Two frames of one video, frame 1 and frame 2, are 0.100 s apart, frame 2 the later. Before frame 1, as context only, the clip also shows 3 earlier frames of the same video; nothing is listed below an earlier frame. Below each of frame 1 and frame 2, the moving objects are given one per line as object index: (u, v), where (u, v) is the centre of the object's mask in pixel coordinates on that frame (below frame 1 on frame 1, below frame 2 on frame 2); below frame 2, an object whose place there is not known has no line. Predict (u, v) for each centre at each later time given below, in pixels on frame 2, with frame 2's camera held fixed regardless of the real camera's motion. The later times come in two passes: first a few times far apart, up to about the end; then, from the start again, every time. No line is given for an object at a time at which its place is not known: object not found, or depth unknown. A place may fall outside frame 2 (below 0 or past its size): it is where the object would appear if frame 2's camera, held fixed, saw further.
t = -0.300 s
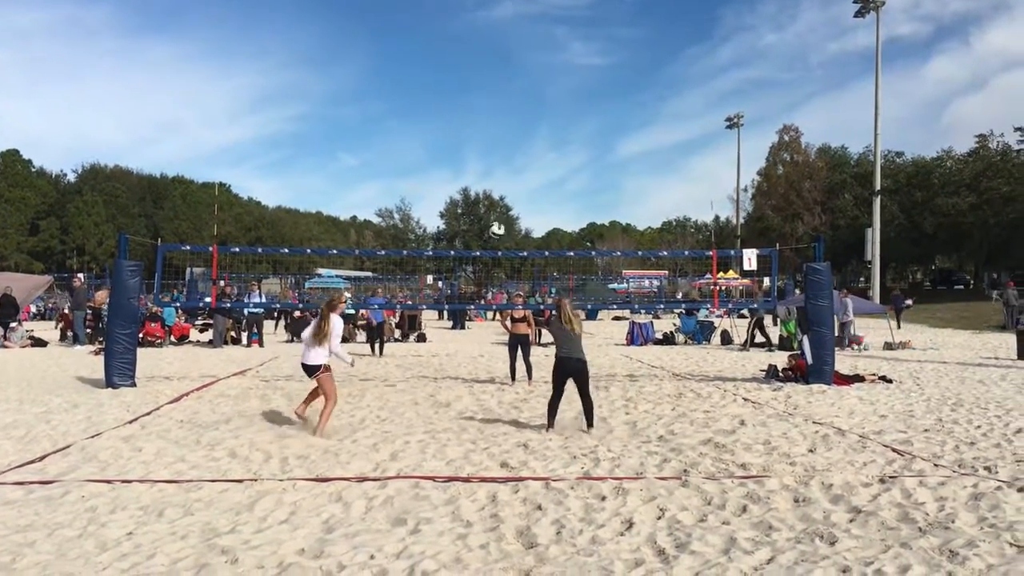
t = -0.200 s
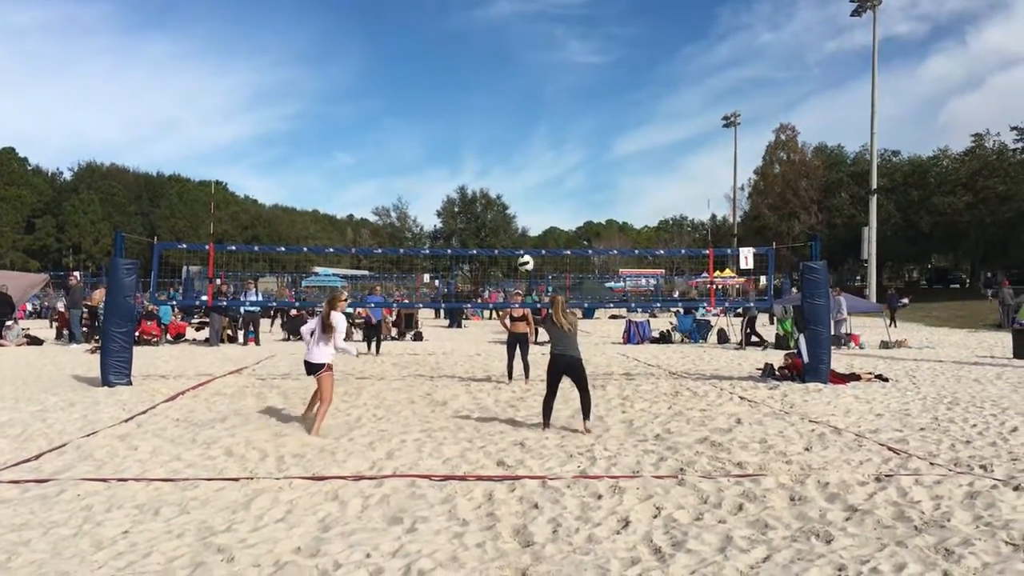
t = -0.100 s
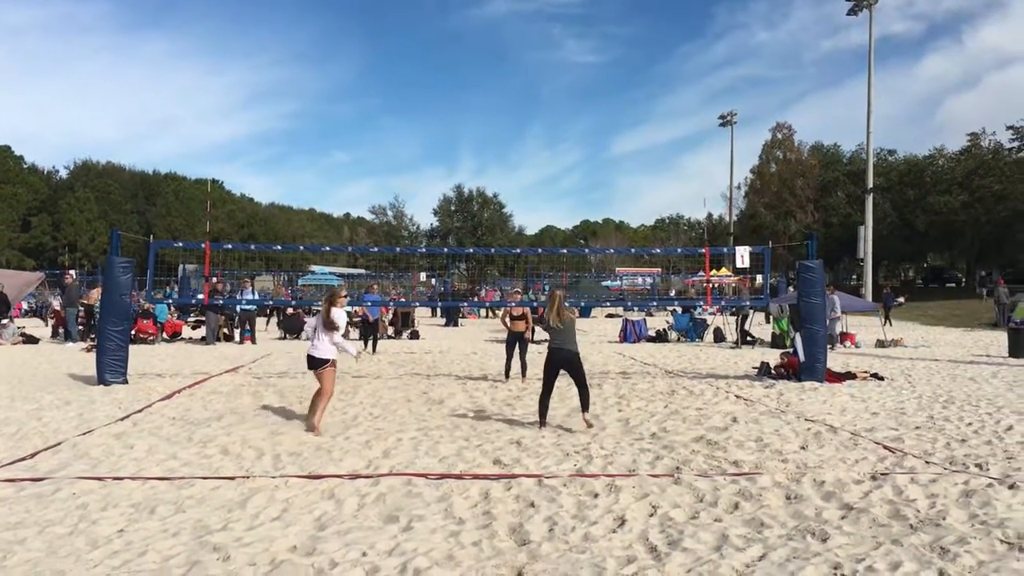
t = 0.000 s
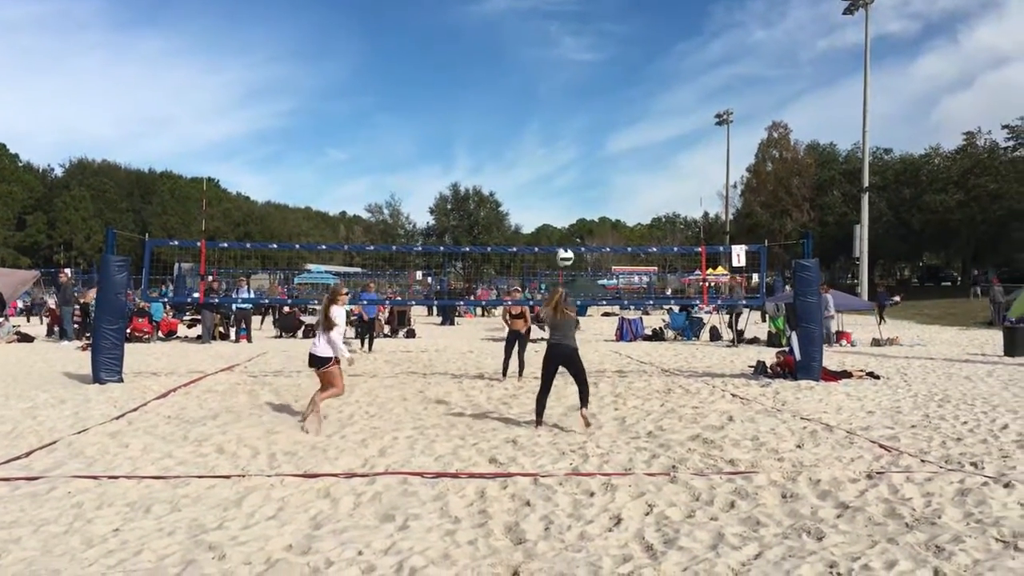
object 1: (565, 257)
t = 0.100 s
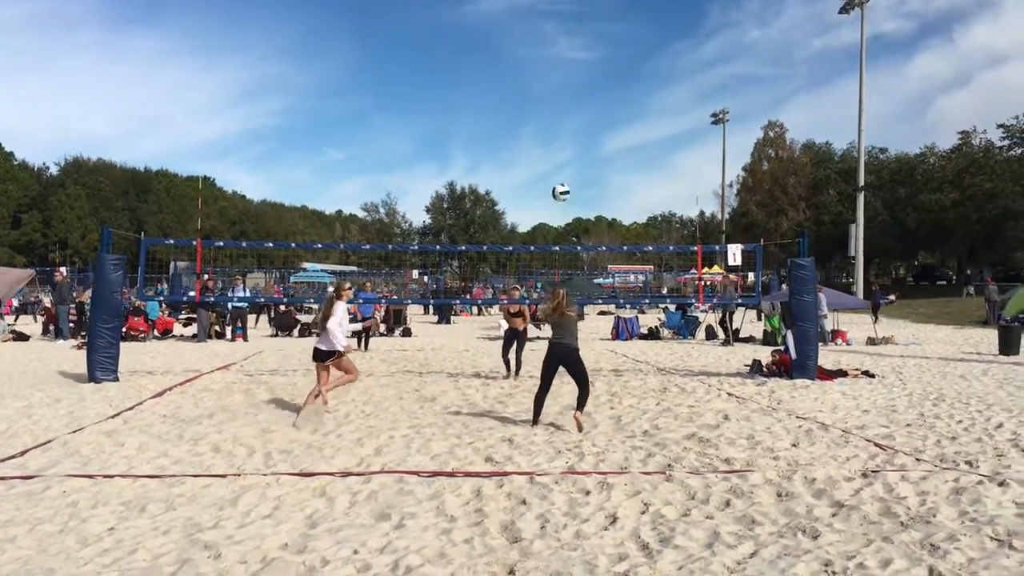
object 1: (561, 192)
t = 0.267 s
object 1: (561, 108)
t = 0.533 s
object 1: (563, 25)
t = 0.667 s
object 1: (564, 8)
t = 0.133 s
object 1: (561, 173)
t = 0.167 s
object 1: (560, 156)
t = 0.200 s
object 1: (560, 138)
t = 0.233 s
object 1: (560, 123)
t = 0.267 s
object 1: (561, 108)
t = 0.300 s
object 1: (561, 94)
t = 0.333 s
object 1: (562, 82)
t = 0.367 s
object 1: (562, 70)
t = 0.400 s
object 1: (561, 59)
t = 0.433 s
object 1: (562, 49)
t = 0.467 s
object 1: (562, 40)
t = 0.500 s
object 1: (562, 32)
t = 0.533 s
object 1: (563, 25)
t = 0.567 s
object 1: (563, 19)
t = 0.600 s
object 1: (563, 14)
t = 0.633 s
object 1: (564, 10)
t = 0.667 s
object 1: (564, 8)
